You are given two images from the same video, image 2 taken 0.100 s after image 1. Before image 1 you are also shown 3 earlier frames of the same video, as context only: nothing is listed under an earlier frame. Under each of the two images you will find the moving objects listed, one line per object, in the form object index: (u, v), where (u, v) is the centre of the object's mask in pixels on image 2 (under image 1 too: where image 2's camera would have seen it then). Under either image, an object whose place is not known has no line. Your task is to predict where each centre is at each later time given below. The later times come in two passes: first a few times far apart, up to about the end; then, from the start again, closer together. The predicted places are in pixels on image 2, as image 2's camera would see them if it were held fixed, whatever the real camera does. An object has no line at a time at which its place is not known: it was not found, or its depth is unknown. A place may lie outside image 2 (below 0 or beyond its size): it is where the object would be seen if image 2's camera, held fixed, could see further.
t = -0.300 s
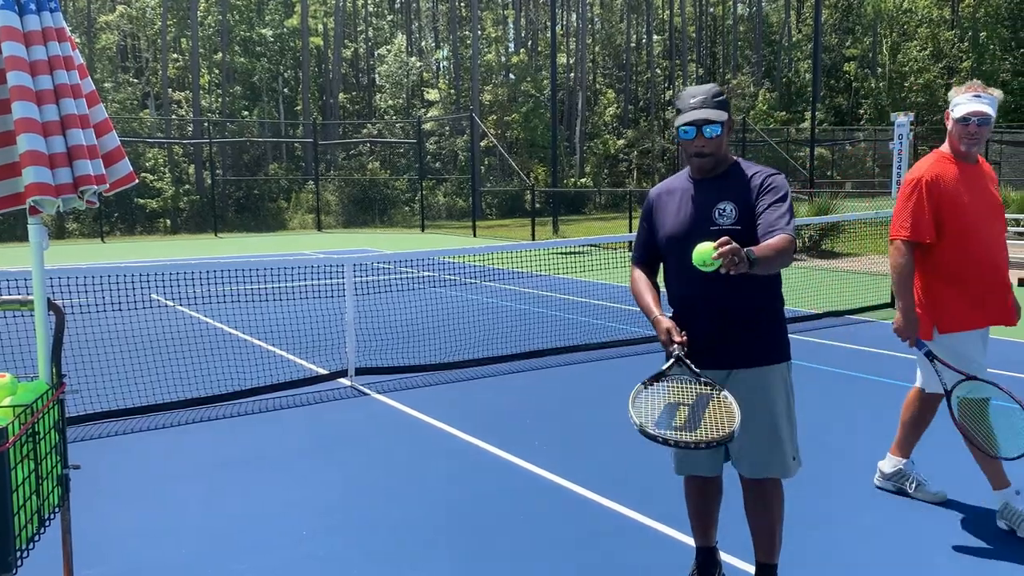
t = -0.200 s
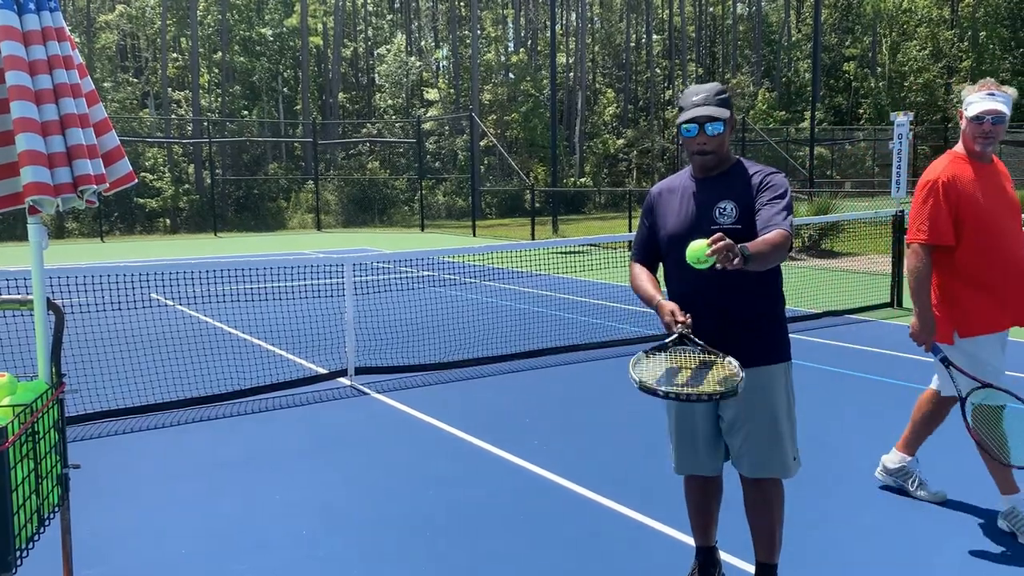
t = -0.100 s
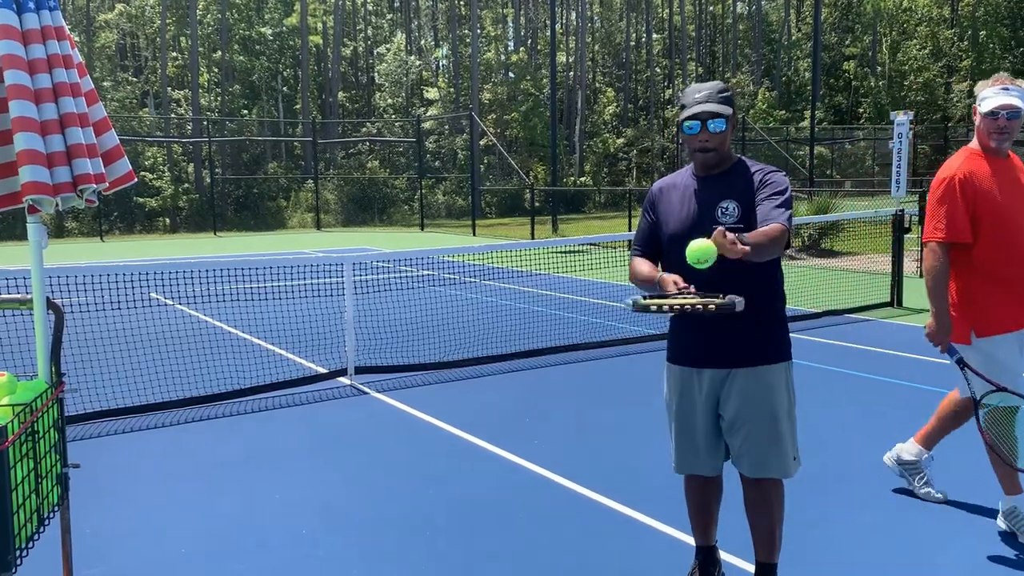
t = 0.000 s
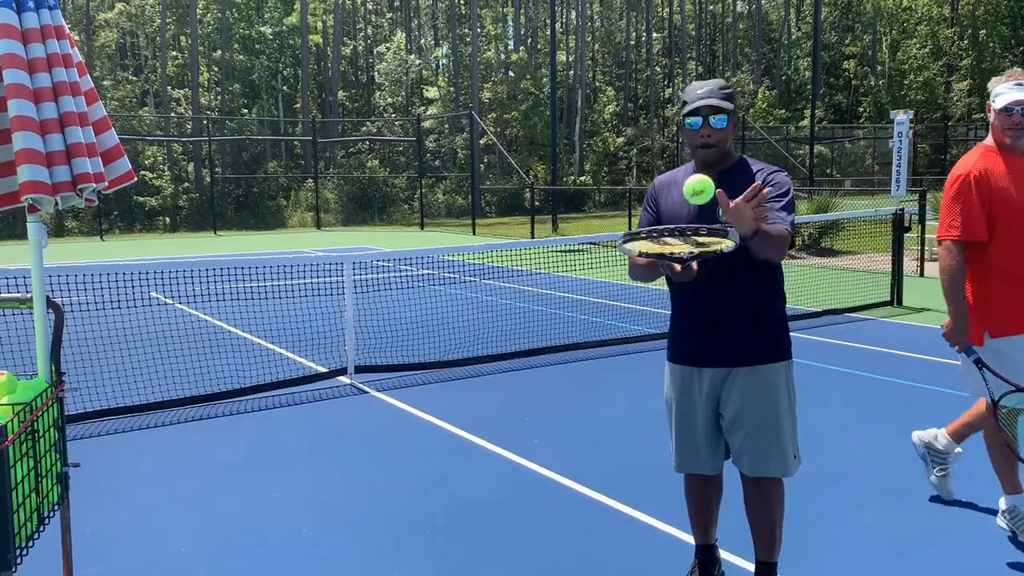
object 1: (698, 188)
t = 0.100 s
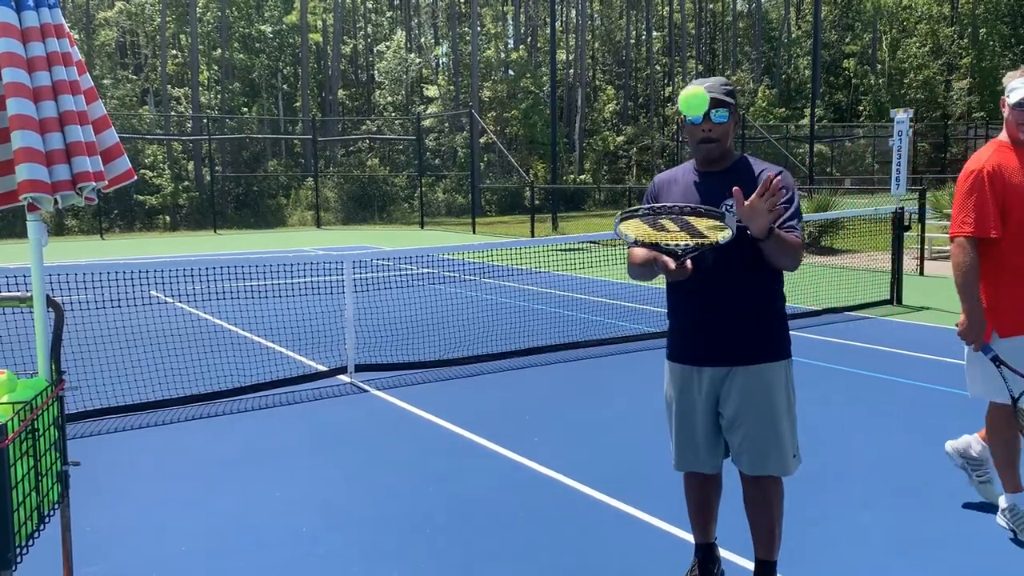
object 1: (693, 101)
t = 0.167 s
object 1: (690, 65)
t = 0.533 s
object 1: (670, 179)
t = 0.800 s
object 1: (665, 557)
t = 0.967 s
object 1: (663, 558)
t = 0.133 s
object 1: (691, 81)
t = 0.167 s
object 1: (690, 65)
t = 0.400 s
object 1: (677, 76)
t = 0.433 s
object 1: (676, 96)
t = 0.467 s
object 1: (674, 120)
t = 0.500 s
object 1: (672, 148)
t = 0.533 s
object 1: (670, 179)
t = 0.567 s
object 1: (669, 214)
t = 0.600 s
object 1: (667, 253)
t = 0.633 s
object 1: (667, 295)
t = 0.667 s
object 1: (665, 341)
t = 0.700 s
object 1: (665, 390)
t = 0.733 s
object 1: (665, 442)
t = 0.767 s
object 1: (665, 498)
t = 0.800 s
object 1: (665, 557)
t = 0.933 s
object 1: (665, 601)
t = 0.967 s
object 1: (663, 558)
